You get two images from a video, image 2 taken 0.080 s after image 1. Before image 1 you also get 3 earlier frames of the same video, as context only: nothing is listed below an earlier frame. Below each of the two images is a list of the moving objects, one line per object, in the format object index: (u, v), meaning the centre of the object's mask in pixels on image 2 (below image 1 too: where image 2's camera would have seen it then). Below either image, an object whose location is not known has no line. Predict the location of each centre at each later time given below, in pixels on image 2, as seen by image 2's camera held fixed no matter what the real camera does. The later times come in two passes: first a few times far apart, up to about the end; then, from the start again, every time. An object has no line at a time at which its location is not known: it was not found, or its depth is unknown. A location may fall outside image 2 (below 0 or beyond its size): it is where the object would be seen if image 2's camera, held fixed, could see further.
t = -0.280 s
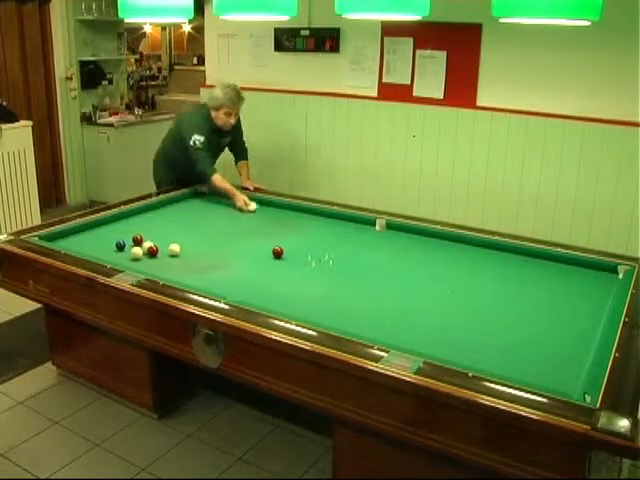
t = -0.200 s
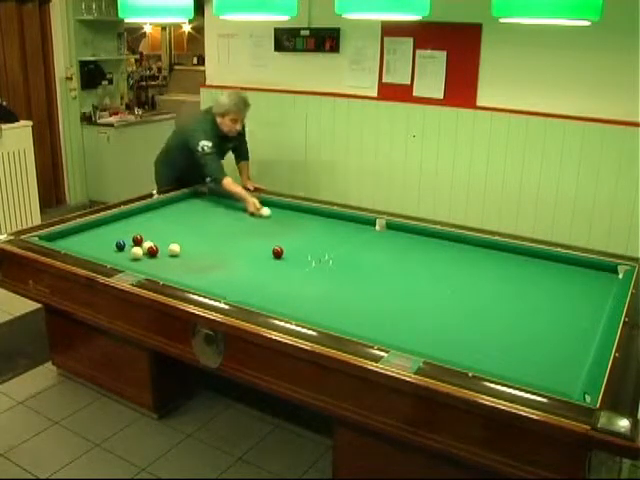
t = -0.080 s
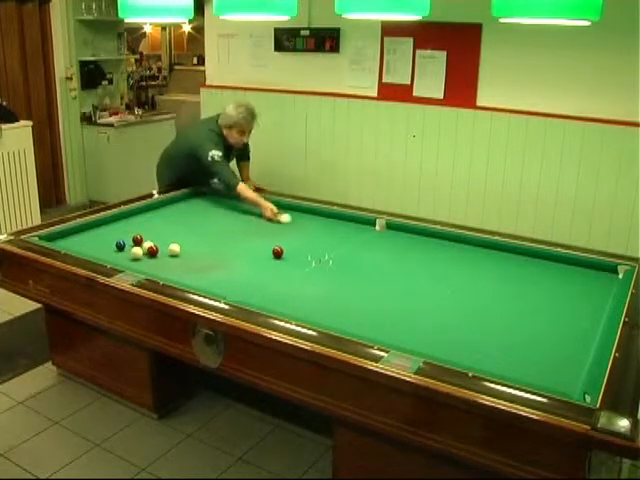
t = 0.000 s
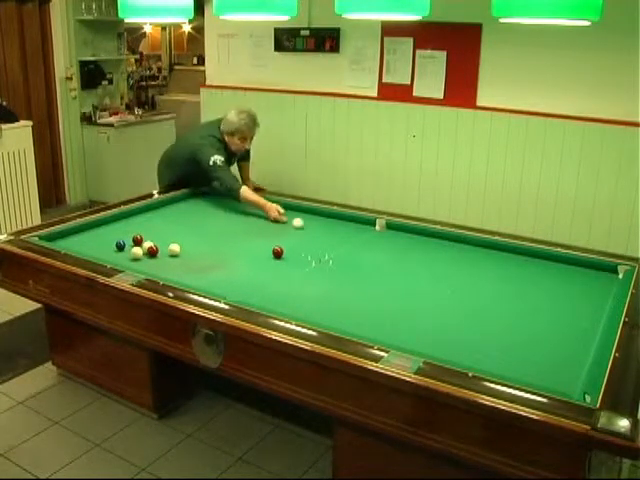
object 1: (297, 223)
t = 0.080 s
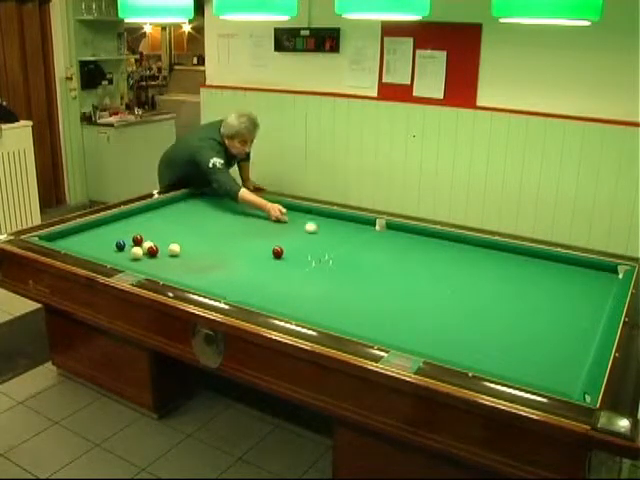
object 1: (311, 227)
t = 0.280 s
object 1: (344, 238)
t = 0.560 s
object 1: (397, 257)
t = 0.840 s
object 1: (457, 277)
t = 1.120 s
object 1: (527, 301)
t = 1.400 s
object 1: (591, 325)
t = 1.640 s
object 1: (538, 318)
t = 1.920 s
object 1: (482, 311)
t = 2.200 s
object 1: (430, 305)
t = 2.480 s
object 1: (378, 298)
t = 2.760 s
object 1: (330, 292)
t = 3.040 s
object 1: (284, 286)
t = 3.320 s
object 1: (241, 280)
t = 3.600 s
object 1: (201, 275)
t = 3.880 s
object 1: (164, 269)
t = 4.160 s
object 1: (130, 263)
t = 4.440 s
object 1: (103, 256)
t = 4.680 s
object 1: (88, 250)
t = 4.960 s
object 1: (73, 243)
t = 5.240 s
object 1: (59, 238)
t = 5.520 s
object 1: (63, 238)
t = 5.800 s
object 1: (75, 239)
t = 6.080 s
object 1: (87, 241)
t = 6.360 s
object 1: (98, 243)
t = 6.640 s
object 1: (109, 244)
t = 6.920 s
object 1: (112, 245)
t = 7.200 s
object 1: (114, 246)
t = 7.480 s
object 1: (117, 247)
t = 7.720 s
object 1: (119, 248)
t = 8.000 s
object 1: (120, 249)
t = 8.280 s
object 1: (121, 249)
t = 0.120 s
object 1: (317, 229)
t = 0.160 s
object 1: (323, 231)
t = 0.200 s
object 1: (330, 234)
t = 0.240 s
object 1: (337, 236)
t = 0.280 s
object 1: (344, 238)
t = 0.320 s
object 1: (351, 241)
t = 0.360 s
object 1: (358, 243)
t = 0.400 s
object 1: (366, 246)
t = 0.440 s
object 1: (373, 248)
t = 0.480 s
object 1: (381, 250)
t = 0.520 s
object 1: (389, 254)
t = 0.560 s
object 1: (397, 257)
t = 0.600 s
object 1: (405, 260)
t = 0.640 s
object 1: (413, 262)
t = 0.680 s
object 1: (422, 265)
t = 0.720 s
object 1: (431, 268)
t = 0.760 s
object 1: (439, 271)
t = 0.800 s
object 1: (448, 274)
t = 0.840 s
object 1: (457, 277)
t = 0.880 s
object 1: (467, 280)
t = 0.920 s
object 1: (476, 284)
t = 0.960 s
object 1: (486, 287)
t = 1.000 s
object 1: (496, 290)
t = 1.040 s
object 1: (505, 294)
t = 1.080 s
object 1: (516, 297)
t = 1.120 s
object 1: (527, 301)
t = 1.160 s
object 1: (537, 305)
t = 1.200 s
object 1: (549, 308)
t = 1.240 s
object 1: (560, 312)
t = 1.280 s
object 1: (571, 316)
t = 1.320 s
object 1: (584, 320)
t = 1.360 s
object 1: (595, 325)
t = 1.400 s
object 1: (591, 325)
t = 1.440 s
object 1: (582, 323)
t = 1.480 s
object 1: (571, 322)
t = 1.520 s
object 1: (563, 321)
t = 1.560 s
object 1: (555, 320)
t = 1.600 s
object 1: (547, 319)
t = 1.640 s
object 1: (538, 318)
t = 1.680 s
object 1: (530, 317)
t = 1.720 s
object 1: (522, 316)
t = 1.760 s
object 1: (515, 315)
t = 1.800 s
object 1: (506, 314)
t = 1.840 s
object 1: (498, 313)
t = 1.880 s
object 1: (490, 312)
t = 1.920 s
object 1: (482, 311)
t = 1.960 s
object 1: (475, 310)
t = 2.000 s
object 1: (467, 309)
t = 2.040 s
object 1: (460, 308)
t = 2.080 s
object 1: (452, 307)
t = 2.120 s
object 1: (445, 306)
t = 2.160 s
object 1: (437, 306)
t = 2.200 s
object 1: (430, 305)
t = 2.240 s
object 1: (423, 304)
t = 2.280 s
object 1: (415, 303)
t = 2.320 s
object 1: (407, 302)
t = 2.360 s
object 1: (400, 301)
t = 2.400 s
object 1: (393, 300)
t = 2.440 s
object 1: (386, 299)
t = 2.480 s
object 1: (378, 298)
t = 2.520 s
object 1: (371, 298)
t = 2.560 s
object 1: (364, 296)
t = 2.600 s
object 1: (358, 296)
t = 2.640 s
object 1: (351, 295)
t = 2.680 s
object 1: (343, 294)
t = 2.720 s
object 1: (337, 293)
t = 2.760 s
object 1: (330, 292)
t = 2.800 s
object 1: (323, 291)
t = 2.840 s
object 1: (317, 290)
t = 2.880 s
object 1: (310, 289)
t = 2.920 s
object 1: (303, 289)
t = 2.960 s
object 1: (297, 288)
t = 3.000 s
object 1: (291, 287)
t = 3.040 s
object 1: (284, 286)
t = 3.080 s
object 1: (278, 285)
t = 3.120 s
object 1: (272, 285)
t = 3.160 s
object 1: (266, 284)
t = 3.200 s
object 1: (260, 283)
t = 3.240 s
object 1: (253, 282)
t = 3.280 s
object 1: (247, 281)
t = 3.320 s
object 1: (241, 280)
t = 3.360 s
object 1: (235, 279)
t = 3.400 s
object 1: (230, 279)
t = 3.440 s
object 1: (224, 278)
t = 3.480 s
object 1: (218, 277)
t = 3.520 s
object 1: (212, 276)
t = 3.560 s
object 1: (207, 275)
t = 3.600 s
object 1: (201, 275)
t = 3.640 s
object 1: (196, 274)
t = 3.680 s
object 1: (190, 273)
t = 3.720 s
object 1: (185, 272)
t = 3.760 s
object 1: (180, 272)
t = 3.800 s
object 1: (174, 271)
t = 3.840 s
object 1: (169, 270)
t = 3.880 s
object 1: (164, 269)
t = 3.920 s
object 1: (159, 268)
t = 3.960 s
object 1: (154, 266)
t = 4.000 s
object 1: (149, 265)
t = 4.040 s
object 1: (144, 265)
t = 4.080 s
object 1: (139, 264)
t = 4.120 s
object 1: (134, 263)
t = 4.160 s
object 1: (130, 263)
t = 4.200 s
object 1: (125, 261)
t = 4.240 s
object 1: (120, 261)
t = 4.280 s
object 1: (115, 260)
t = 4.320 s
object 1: (111, 259)
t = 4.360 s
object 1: (108, 258)
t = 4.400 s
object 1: (106, 257)
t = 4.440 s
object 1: (103, 256)
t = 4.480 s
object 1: (100, 254)
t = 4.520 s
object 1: (98, 254)
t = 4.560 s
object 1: (95, 252)
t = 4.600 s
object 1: (93, 252)
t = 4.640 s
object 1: (90, 251)
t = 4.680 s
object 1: (88, 250)
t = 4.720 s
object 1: (86, 249)
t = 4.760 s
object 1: (84, 249)
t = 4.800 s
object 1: (82, 248)
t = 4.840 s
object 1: (80, 247)
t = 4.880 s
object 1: (77, 246)
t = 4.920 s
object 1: (75, 244)
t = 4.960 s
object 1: (73, 243)
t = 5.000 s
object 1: (71, 243)
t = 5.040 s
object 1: (69, 242)
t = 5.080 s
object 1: (67, 241)
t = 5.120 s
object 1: (65, 240)
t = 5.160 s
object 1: (62, 240)
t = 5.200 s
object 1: (61, 239)
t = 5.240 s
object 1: (59, 238)
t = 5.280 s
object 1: (56, 237)
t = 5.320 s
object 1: (55, 237)
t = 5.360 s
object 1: (55, 237)
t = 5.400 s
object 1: (57, 237)
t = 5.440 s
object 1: (58, 238)
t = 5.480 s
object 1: (60, 237)
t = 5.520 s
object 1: (63, 238)
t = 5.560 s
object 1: (64, 238)
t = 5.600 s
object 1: (66, 238)
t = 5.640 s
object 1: (68, 239)
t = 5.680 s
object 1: (70, 239)
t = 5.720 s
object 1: (72, 239)
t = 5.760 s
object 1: (73, 239)
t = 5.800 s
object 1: (75, 239)
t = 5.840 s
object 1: (77, 240)
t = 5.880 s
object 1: (78, 240)
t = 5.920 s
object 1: (80, 240)
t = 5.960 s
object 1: (82, 240)
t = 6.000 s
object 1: (83, 241)
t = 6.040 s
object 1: (85, 241)
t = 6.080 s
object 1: (87, 241)
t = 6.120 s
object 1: (88, 241)
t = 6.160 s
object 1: (90, 241)
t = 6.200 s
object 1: (90, 241)
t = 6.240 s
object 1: (92, 242)
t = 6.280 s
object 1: (95, 242)
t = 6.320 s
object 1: (96, 242)
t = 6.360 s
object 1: (98, 243)
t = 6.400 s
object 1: (100, 243)
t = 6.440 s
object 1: (101, 243)
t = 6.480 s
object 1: (103, 243)
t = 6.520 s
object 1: (104, 243)
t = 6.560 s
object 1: (106, 244)
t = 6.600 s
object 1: (107, 244)
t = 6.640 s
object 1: (109, 244)
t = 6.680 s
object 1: (110, 244)
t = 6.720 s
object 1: (110, 244)
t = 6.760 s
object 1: (111, 244)
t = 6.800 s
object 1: (111, 245)
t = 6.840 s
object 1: (111, 245)
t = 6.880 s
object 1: (112, 246)
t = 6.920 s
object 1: (112, 245)
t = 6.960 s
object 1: (112, 246)
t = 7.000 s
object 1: (113, 246)
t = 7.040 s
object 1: (113, 246)
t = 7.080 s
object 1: (113, 246)
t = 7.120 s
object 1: (114, 246)
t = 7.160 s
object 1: (114, 246)
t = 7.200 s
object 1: (114, 246)
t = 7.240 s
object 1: (115, 247)
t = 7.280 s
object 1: (116, 247)
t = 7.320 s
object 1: (116, 247)
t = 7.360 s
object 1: (116, 247)
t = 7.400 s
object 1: (116, 247)
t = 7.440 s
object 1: (117, 247)
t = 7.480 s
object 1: (117, 247)
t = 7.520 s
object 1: (117, 247)
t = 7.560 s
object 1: (117, 247)
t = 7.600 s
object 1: (117, 247)
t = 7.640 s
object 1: (117, 248)
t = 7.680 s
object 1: (118, 248)
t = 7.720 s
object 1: (119, 248)
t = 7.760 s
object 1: (119, 248)
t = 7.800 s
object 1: (119, 248)
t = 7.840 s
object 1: (119, 248)
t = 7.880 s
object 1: (120, 248)
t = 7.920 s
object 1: (120, 248)
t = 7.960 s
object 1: (120, 249)
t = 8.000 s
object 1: (120, 249)
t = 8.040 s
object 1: (121, 249)
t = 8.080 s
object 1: (120, 249)
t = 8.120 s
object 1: (121, 249)
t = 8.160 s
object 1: (121, 249)
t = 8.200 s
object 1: (121, 249)
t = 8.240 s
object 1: (121, 249)
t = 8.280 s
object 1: (121, 249)
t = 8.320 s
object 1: (121, 249)
